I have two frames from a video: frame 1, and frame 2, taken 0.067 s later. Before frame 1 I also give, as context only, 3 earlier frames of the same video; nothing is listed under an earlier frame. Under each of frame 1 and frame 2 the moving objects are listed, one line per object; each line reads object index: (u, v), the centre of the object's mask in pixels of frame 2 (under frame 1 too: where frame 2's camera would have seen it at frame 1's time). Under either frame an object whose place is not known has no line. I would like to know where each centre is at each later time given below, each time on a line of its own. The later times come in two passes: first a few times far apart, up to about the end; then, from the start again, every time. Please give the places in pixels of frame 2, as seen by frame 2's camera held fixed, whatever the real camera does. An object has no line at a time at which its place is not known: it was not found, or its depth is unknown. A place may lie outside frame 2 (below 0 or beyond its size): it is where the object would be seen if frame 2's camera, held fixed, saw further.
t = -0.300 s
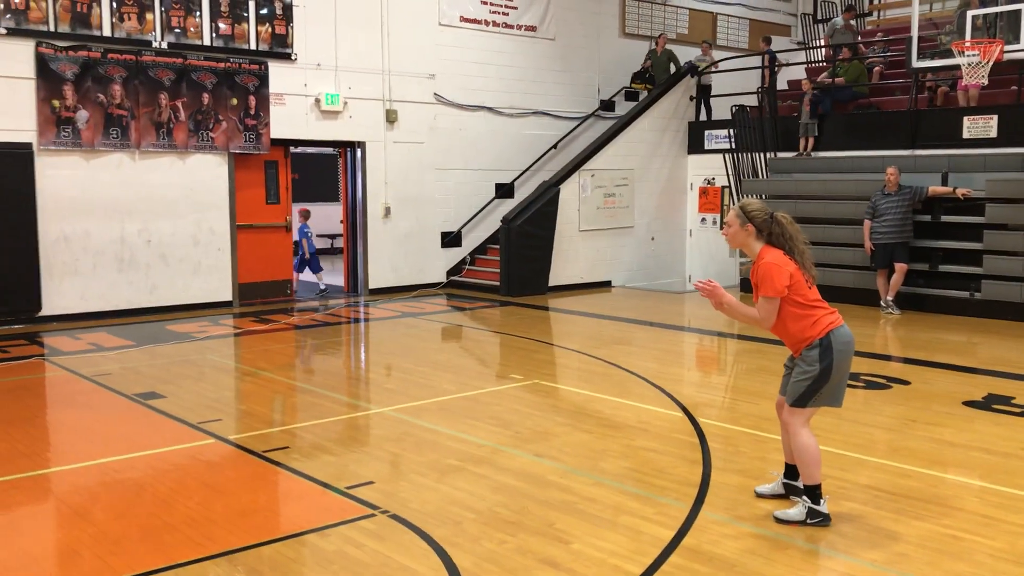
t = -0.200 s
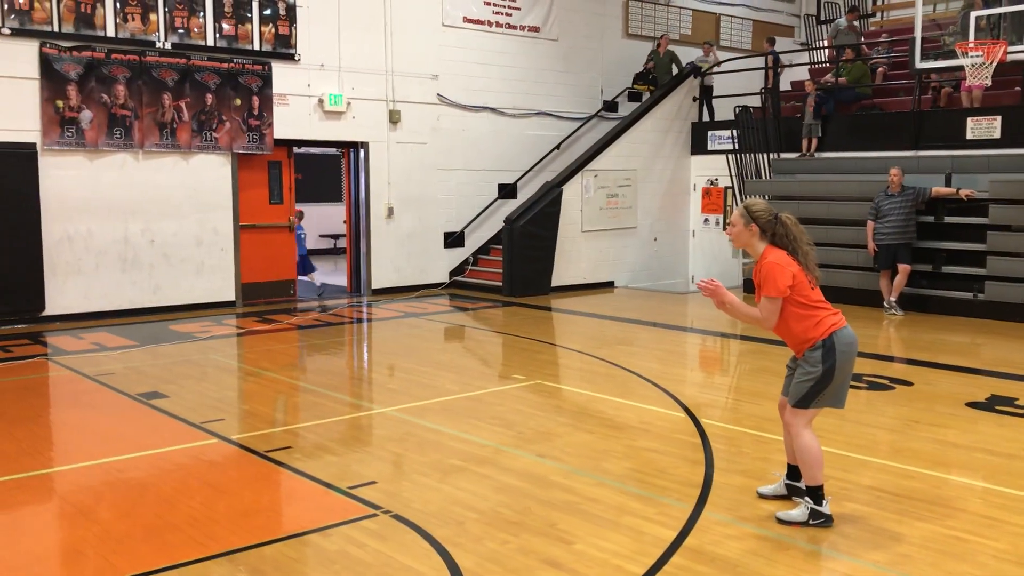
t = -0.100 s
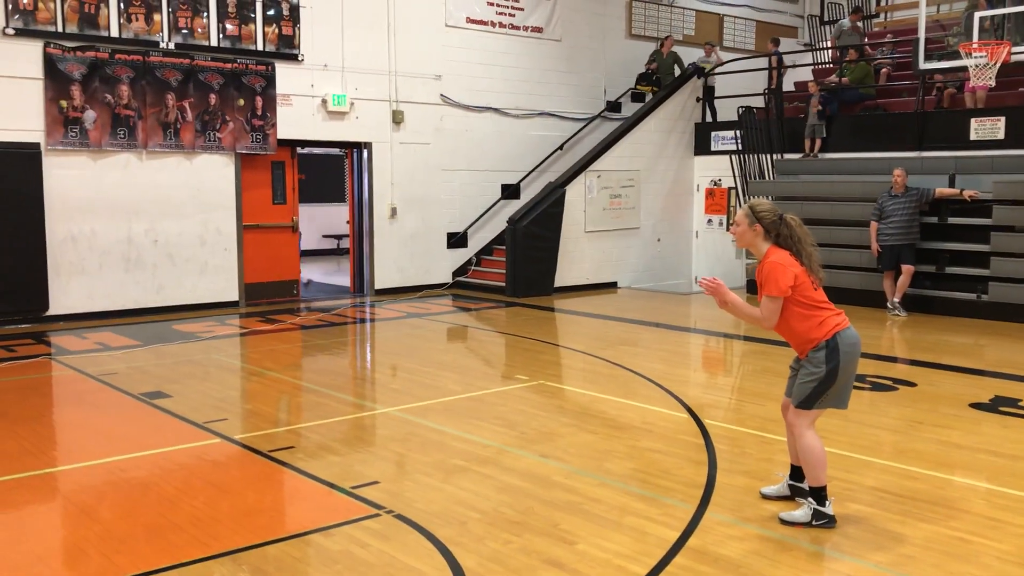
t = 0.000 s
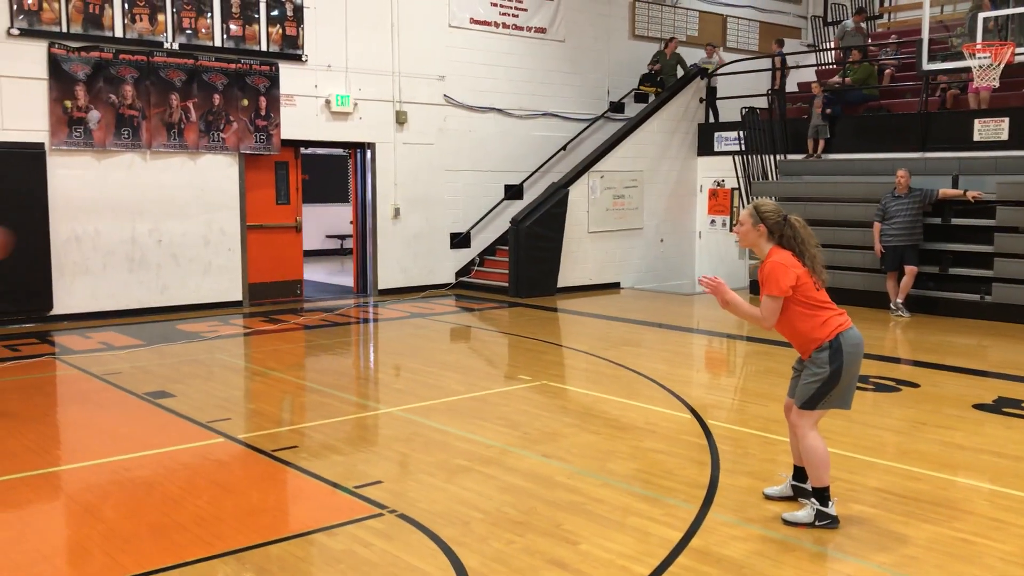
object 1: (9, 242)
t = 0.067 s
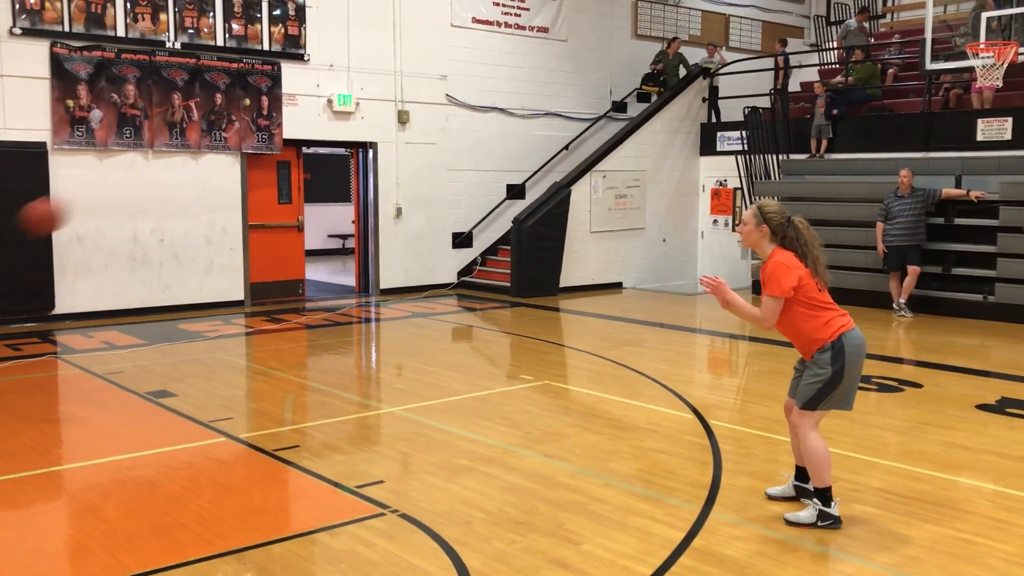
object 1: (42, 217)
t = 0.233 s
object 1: (195, 165)
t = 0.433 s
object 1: (403, 158)
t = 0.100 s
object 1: (75, 201)
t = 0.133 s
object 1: (103, 190)
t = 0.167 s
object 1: (133, 180)
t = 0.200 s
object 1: (162, 172)
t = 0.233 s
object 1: (195, 165)
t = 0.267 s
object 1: (228, 157)
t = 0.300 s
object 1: (261, 153)
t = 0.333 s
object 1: (296, 154)
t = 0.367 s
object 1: (327, 154)
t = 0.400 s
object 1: (366, 153)
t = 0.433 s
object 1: (403, 158)
